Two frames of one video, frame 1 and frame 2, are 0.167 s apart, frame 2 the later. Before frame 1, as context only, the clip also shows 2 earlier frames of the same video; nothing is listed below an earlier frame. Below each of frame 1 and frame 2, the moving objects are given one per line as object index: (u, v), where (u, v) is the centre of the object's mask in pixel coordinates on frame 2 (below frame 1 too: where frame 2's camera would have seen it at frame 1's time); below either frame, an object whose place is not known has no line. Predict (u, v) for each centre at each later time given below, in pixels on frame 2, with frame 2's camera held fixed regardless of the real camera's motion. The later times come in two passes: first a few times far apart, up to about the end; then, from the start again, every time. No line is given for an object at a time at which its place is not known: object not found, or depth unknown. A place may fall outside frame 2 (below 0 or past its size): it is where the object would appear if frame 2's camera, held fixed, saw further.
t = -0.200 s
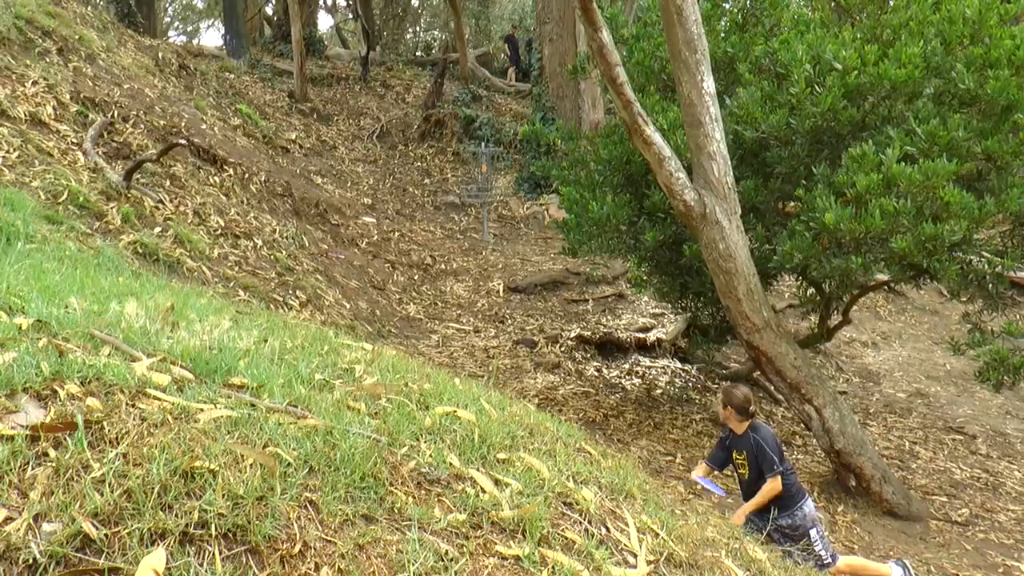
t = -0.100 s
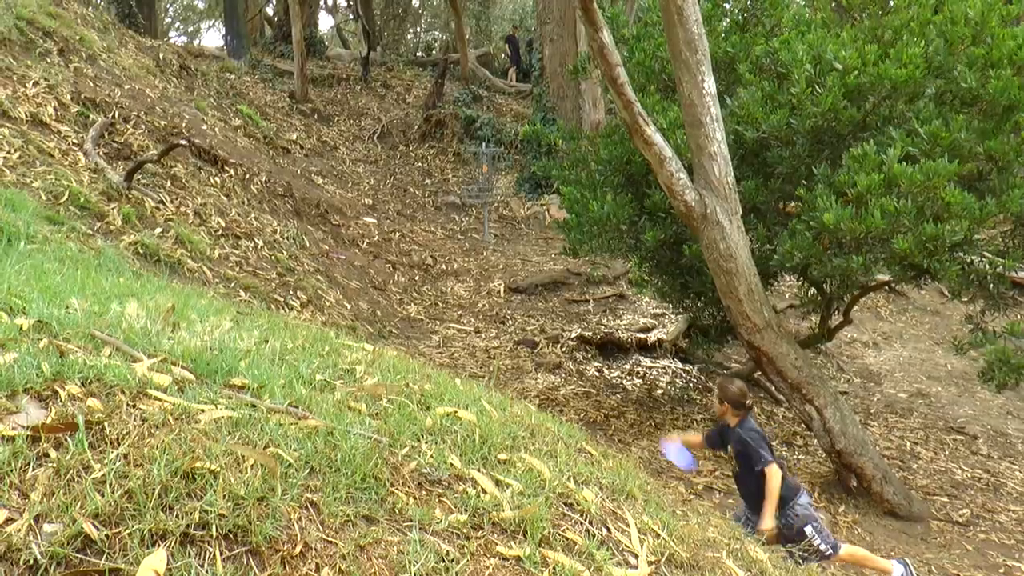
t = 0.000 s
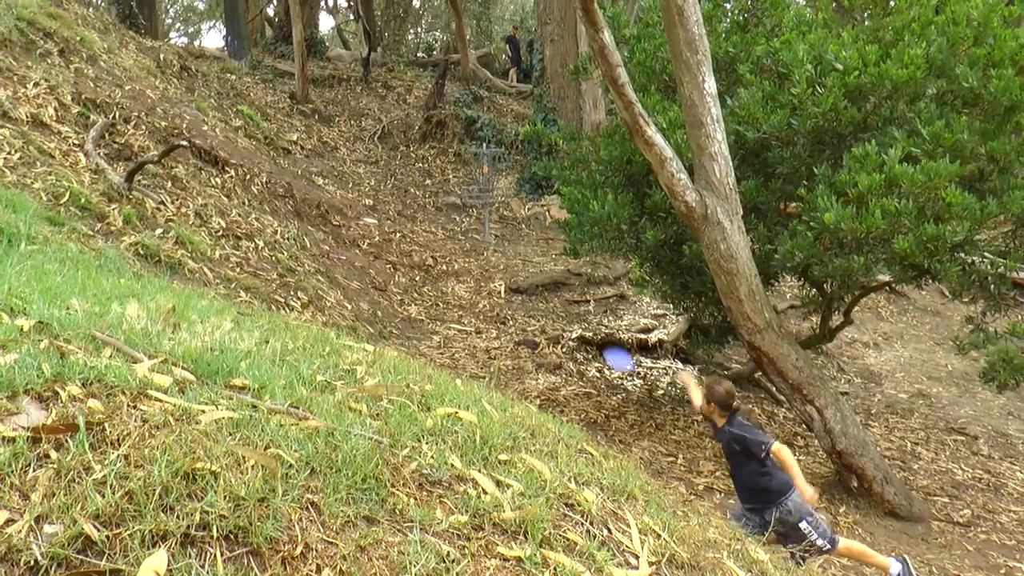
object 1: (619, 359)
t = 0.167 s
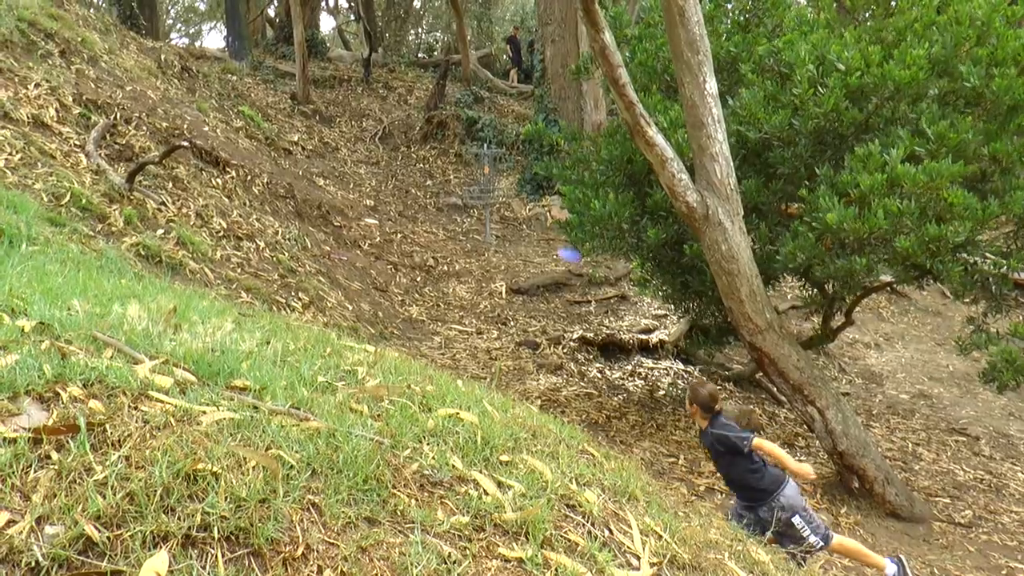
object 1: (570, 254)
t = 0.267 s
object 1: (548, 219)
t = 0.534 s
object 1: (512, 169)
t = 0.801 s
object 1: (492, 156)
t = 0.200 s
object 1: (561, 241)
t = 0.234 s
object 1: (555, 229)
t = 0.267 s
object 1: (548, 219)
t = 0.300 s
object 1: (542, 209)
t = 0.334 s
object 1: (537, 201)
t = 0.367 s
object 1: (532, 194)
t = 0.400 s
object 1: (527, 187)
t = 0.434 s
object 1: (523, 182)
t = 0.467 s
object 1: (519, 177)
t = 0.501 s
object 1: (516, 173)
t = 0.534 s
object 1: (512, 169)
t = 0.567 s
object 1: (509, 166)
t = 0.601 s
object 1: (506, 163)
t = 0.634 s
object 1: (504, 161)
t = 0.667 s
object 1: (502, 159)
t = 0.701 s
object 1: (499, 158)
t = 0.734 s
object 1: (497, 157)
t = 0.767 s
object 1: (495, 156)
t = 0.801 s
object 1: (492, 156)
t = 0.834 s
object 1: (489, 155)
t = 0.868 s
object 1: (486, 156)
